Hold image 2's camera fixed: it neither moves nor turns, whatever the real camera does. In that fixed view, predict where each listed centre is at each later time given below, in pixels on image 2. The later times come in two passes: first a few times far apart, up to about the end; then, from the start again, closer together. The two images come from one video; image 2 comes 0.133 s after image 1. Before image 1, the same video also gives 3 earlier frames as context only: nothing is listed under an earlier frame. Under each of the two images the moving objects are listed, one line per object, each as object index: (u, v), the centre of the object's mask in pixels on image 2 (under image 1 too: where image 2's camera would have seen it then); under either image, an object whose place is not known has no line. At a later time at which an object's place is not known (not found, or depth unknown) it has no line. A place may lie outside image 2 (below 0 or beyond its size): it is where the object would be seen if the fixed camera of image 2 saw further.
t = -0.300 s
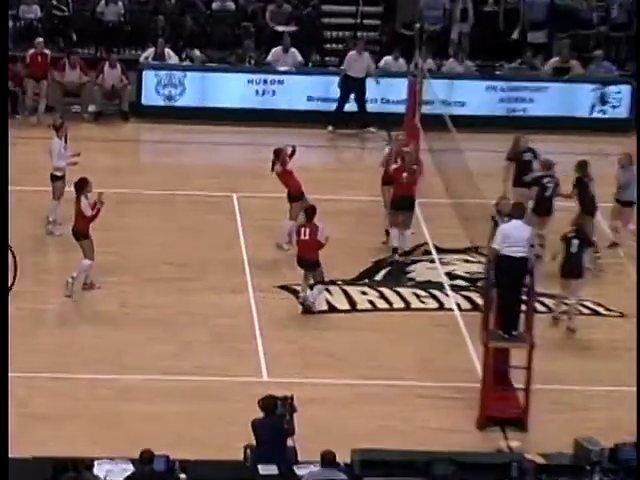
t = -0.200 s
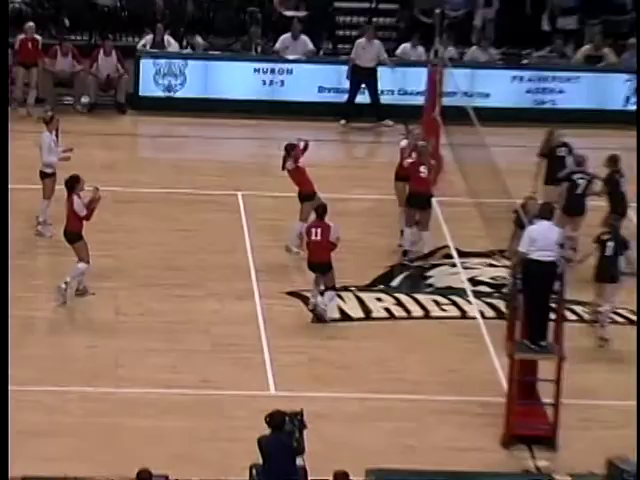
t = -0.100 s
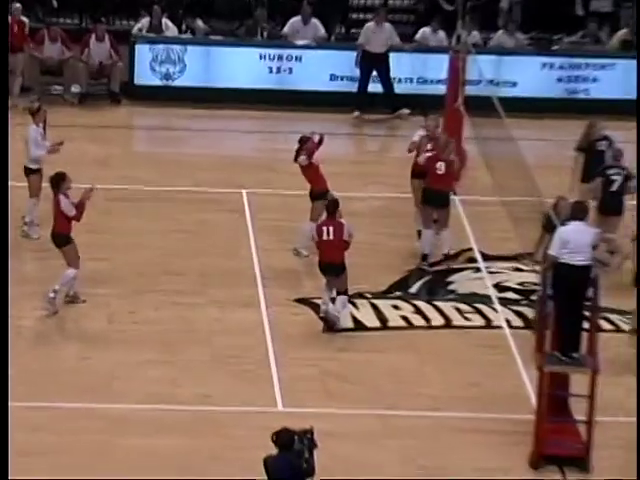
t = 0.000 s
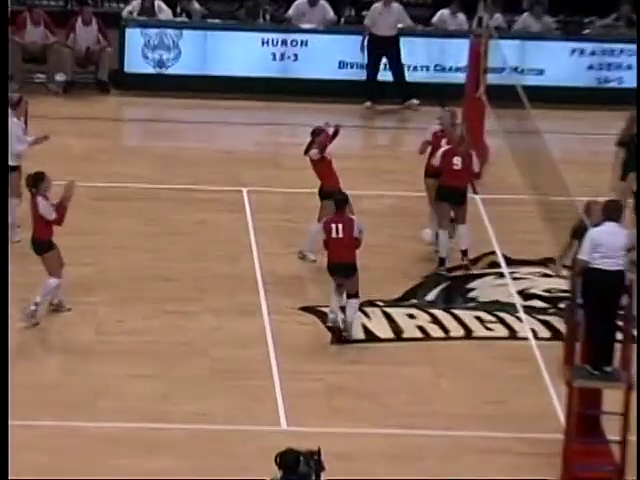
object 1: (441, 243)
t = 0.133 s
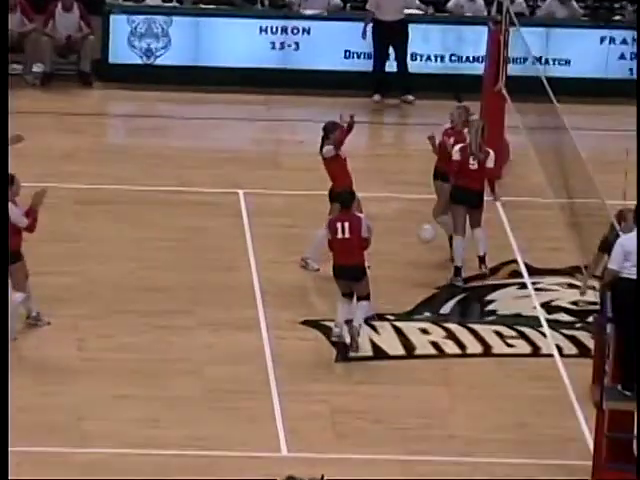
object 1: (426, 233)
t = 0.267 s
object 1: (410, 238)
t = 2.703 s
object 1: (108, 265)
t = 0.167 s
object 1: (422, 233)
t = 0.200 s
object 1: (418, 234)
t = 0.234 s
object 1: (414, 236)
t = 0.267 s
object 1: (410, 238)
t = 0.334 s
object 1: (401, 246)
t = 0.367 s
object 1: (396, 251)
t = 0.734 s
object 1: (345, 243)
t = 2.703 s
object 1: (108, 265)
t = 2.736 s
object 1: (105, 265)
